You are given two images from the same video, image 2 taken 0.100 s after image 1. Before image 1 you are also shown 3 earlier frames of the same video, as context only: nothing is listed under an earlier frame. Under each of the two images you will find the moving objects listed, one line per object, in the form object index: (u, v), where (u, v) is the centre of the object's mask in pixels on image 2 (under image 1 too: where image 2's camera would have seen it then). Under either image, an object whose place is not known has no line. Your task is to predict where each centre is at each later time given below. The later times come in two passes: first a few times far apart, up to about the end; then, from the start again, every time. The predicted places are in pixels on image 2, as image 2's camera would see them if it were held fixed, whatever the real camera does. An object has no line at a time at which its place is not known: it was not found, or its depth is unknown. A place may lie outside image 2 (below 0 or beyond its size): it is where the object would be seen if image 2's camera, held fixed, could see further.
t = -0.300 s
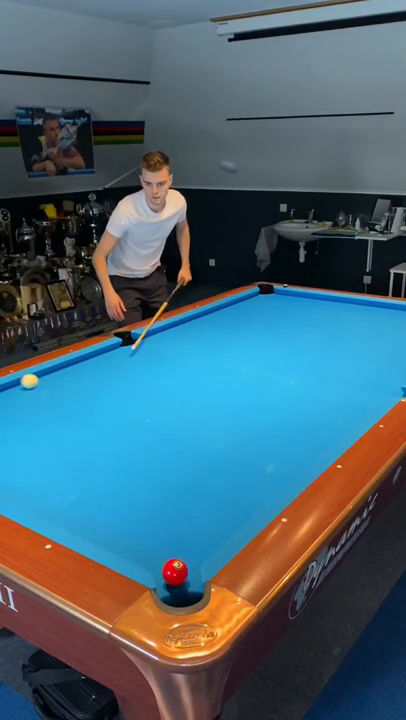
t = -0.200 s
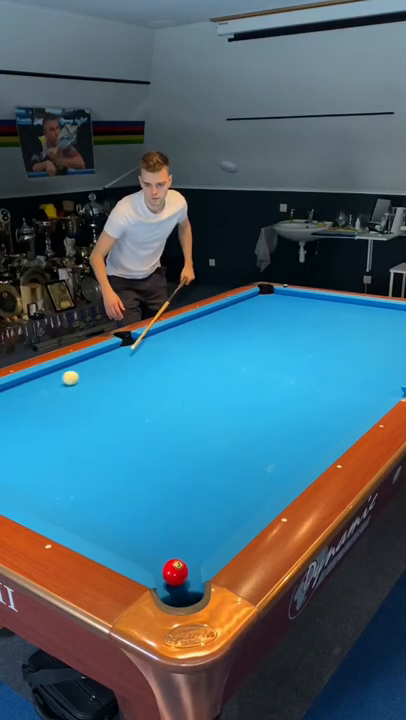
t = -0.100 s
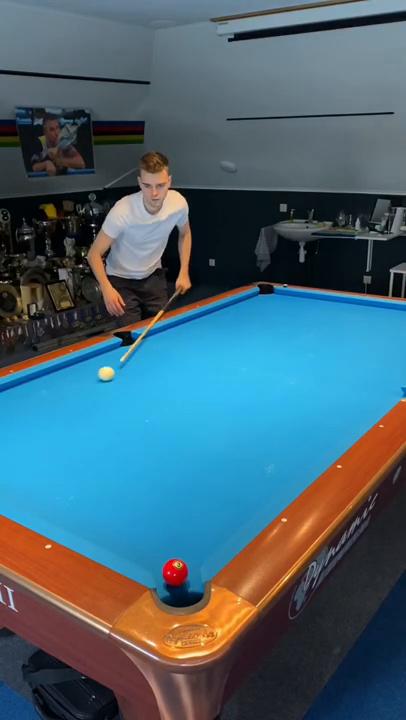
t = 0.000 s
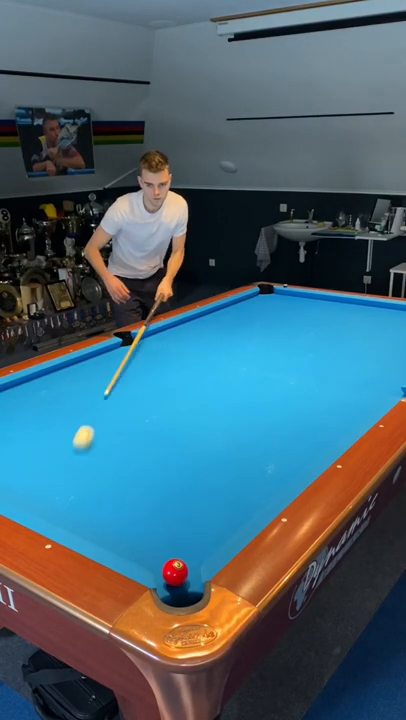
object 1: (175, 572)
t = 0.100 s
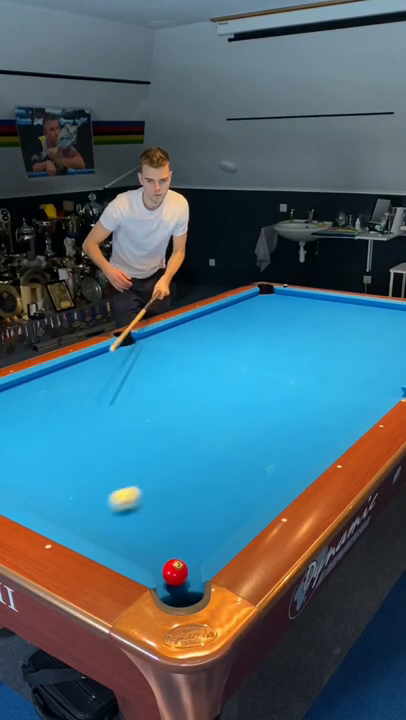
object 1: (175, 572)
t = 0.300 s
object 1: (175, 572)
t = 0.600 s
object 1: (175, 572)
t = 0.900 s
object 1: (175, 572)
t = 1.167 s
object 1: (175, 572)
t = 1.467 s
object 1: (175, 572)
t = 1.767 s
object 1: (175, 572)
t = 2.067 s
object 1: (175, 572)
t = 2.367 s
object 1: (175, 572)
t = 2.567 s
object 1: (173, 601)
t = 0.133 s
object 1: (175, 572)
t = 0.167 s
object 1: (175, 572)
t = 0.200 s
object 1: (175, 572)
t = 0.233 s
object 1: (175, 572)
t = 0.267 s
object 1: (175, 572)
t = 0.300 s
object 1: (175, 572)
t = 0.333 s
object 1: (175, 572)
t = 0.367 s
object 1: (175, 572)
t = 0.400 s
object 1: (175, 572)
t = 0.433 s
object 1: (175, 572)
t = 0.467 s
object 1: (175, 572)
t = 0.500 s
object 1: (175, 572)
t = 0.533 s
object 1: (175, 572)
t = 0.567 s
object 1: (175, 572)
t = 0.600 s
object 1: (175, 572)
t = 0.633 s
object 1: (175, 572)
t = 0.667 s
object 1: (175, 572)
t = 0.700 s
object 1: (175, 572)
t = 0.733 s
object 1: (175, 572)
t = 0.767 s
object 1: (175, 572)
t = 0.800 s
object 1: (175, 572)
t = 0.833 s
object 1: (175, 572)
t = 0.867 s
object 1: (175, 572)
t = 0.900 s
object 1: (175, 572)
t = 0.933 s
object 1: (175, 572)
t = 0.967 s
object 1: (175, 572)
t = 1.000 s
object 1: (175, 572)
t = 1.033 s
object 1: (175, 572)
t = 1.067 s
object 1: (175, 572)
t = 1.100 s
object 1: (175, 572)
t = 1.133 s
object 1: (175, 572)
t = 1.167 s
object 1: (175, 572)
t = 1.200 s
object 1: (175, 572)
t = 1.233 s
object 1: (175, 572)
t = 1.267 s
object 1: (175, 572)
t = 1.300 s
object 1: (175, 572)
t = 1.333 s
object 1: (175, 572)
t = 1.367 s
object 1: (175, 572)
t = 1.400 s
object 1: (175, 572)
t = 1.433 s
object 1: (175, 572)
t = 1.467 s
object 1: (175, 572)
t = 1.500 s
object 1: (175, 572)
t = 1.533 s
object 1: (175, 572)
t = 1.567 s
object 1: (175, 572)
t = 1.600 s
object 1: (175, 572)
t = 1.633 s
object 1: (175, 572)
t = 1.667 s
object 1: (175, 572)
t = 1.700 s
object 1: (175, 572)
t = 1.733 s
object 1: (175, 572)
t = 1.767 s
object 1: (175, 572)
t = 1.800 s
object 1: (175, 572)
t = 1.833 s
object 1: (175, 572)
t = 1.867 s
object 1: (175, 572)
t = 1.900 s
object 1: (175, 572)
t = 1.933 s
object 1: (175, 572)
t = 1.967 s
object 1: (175, 572)
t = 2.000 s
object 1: (175, 572)
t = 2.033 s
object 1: (175, 572)
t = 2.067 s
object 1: (175, 572)
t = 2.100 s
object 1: (175, 572)
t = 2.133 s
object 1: (175, 572)
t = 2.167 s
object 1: (175, 572)
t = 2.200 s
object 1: (175, 572)
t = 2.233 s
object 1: (175, 572)
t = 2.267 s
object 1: (175, 572)
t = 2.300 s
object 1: (175, 572)
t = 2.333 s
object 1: (175, 572)
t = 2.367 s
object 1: (175, 572)
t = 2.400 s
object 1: (175, 573)
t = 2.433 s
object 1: (174, 574)
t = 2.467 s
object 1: (173, 579)
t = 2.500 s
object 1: (172, 585)
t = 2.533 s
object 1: (172, 594)
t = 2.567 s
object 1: (173, 601)
